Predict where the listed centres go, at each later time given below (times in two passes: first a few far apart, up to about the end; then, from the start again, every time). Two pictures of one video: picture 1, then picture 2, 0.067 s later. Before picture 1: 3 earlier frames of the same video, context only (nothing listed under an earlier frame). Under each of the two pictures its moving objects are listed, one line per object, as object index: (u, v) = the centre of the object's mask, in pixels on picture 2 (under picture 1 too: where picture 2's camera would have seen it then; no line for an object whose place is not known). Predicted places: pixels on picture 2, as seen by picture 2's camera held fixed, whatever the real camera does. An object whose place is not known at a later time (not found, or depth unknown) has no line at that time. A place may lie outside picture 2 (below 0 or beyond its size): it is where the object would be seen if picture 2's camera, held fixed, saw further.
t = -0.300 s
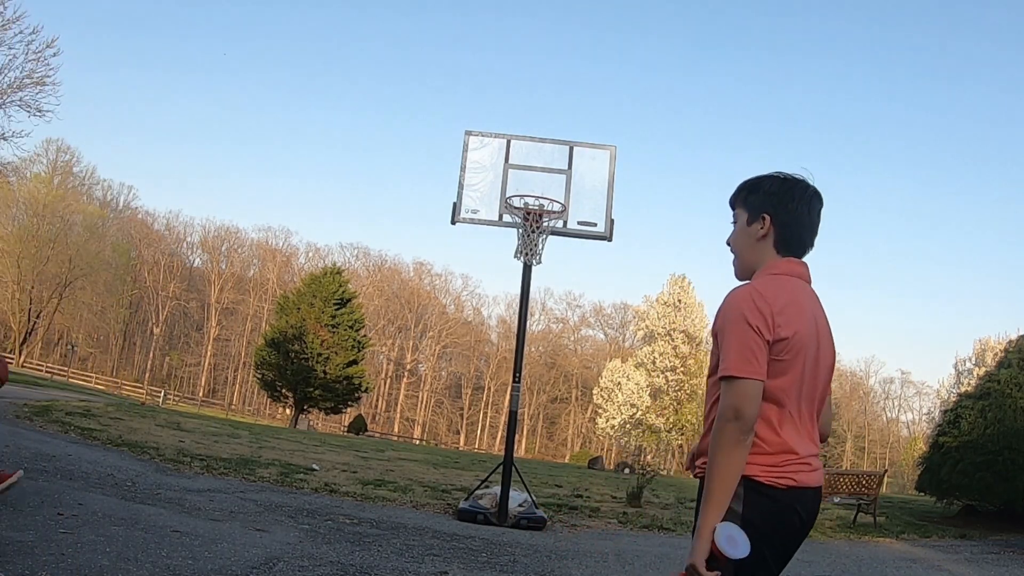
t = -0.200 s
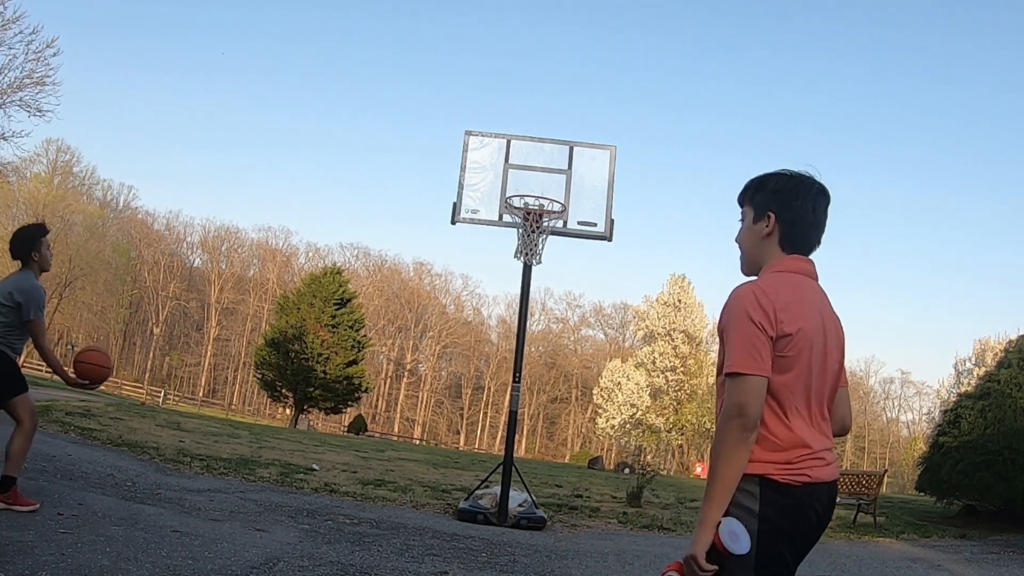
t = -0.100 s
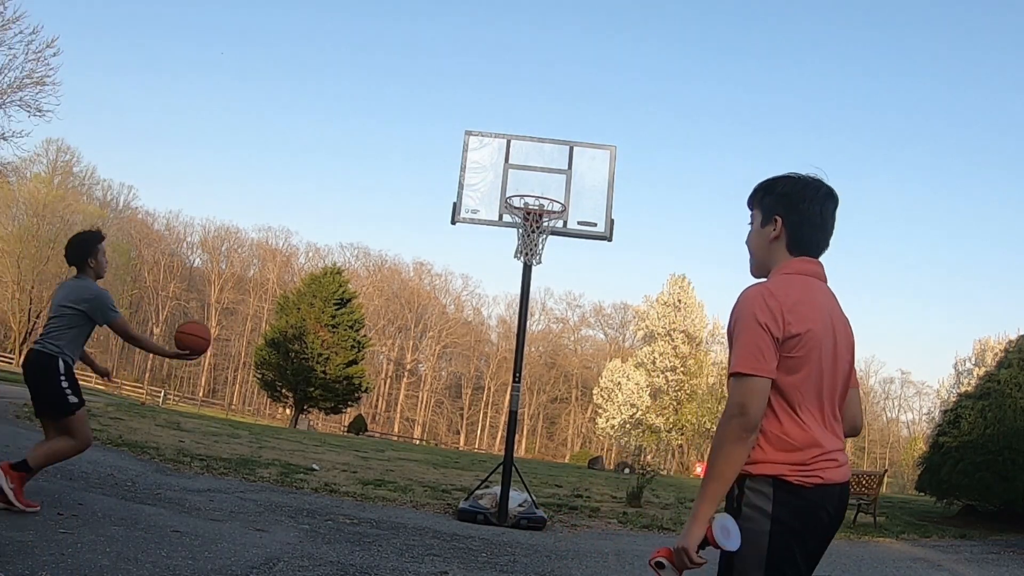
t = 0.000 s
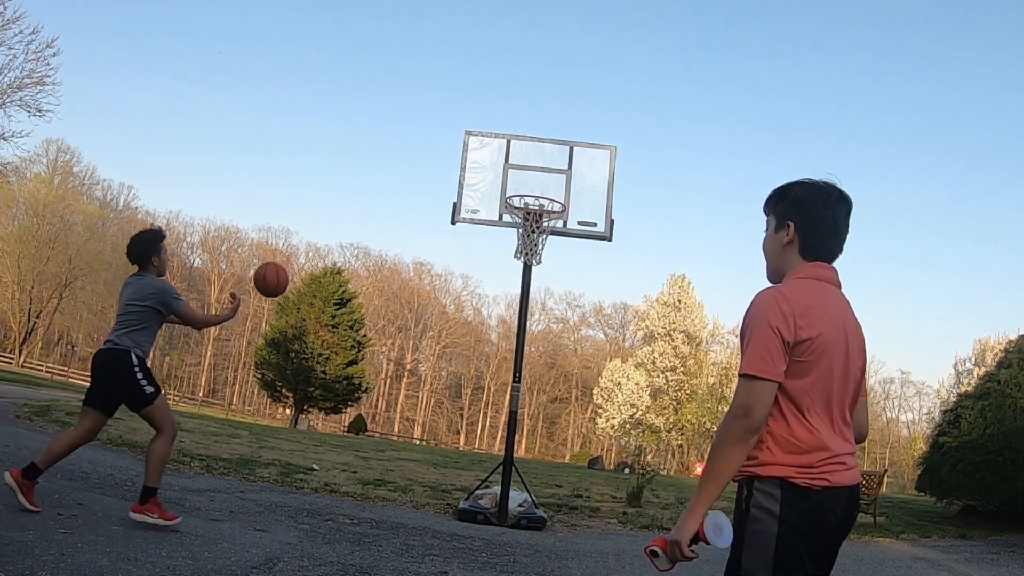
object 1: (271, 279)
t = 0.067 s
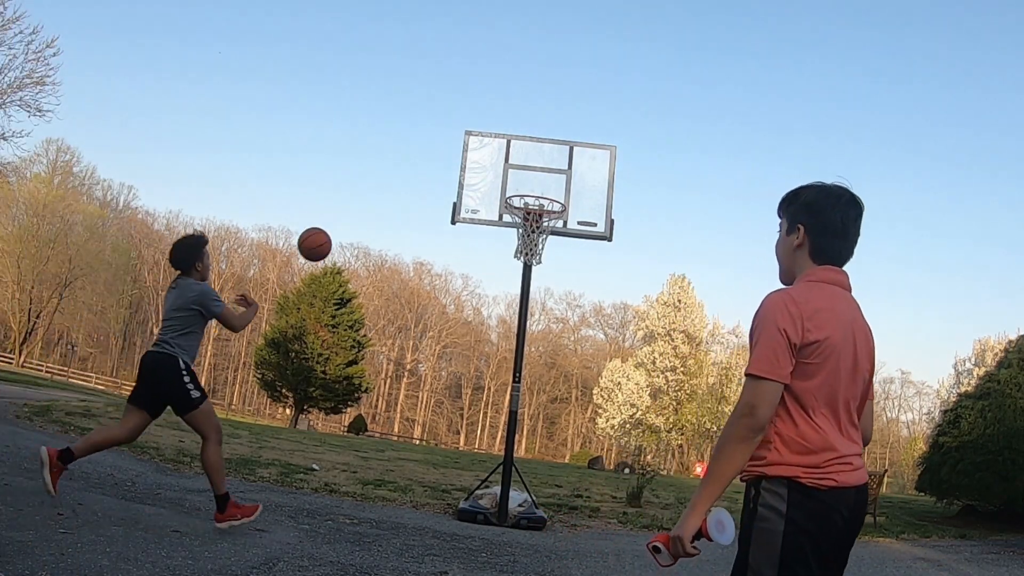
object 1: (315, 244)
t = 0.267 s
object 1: (421, 189)
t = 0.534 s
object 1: (508, 183)
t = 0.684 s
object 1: (532, 184)
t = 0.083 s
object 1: (325, 237)
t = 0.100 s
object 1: (335, 230)
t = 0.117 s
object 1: (344, 224)
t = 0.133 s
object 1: (354, 218)
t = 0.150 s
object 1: (363, 213)
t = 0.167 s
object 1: (372, 208)
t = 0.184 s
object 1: (381, 204)
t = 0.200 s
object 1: (389, 200)
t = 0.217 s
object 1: (397, 196)
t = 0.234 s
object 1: (405, 193)
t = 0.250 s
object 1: (413, 191)
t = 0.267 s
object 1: (421, 189)
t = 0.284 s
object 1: (428, 187)
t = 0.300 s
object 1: (435, 185)
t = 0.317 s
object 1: (442, 184)
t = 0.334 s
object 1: (449, 184)
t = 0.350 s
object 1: (456, 183)
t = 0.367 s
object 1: (462, 183)
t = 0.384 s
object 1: (468, 184)
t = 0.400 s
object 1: (475, 184)
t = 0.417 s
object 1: (481, 185)
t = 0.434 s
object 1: (486, 186)
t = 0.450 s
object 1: (492, 188)
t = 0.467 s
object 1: (496, 188)
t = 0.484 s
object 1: (499, 187)
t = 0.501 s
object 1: (502, 185)
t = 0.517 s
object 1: (505, 184)
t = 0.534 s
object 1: (508, 183)
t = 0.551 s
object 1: (510, 183)
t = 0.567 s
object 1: (513, 182)
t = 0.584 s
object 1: (515, 182)
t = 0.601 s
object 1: (518, 183)
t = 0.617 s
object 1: (521, 184)
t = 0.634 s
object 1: (523, 184)
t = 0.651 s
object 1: (526, 184)
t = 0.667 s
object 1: (529, 184)
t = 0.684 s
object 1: (532, 184)
